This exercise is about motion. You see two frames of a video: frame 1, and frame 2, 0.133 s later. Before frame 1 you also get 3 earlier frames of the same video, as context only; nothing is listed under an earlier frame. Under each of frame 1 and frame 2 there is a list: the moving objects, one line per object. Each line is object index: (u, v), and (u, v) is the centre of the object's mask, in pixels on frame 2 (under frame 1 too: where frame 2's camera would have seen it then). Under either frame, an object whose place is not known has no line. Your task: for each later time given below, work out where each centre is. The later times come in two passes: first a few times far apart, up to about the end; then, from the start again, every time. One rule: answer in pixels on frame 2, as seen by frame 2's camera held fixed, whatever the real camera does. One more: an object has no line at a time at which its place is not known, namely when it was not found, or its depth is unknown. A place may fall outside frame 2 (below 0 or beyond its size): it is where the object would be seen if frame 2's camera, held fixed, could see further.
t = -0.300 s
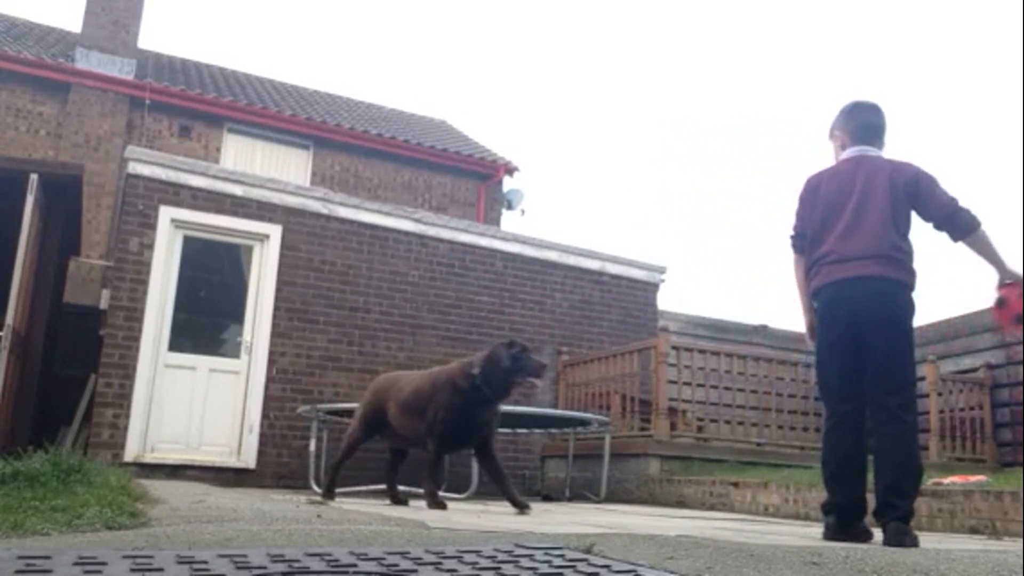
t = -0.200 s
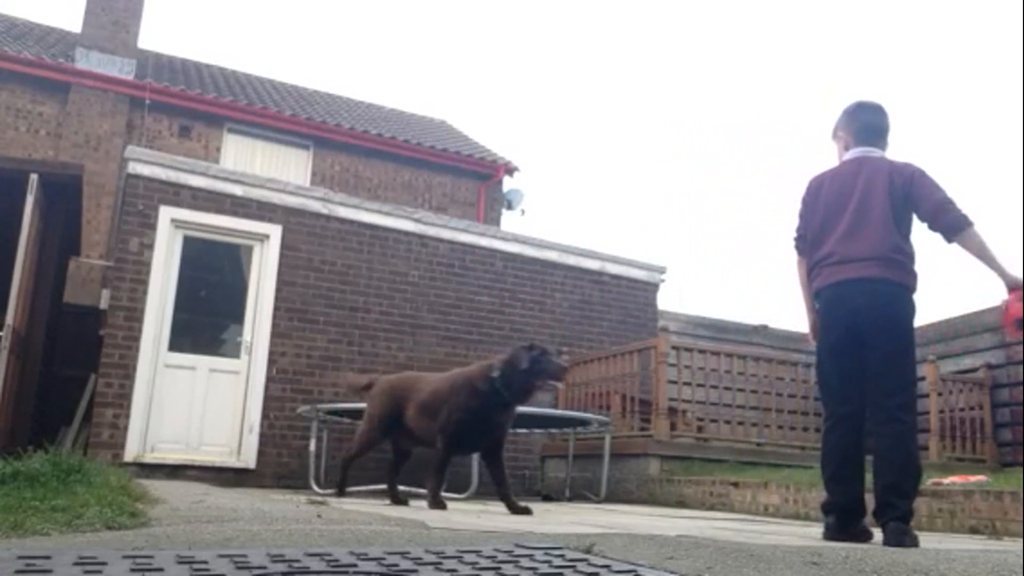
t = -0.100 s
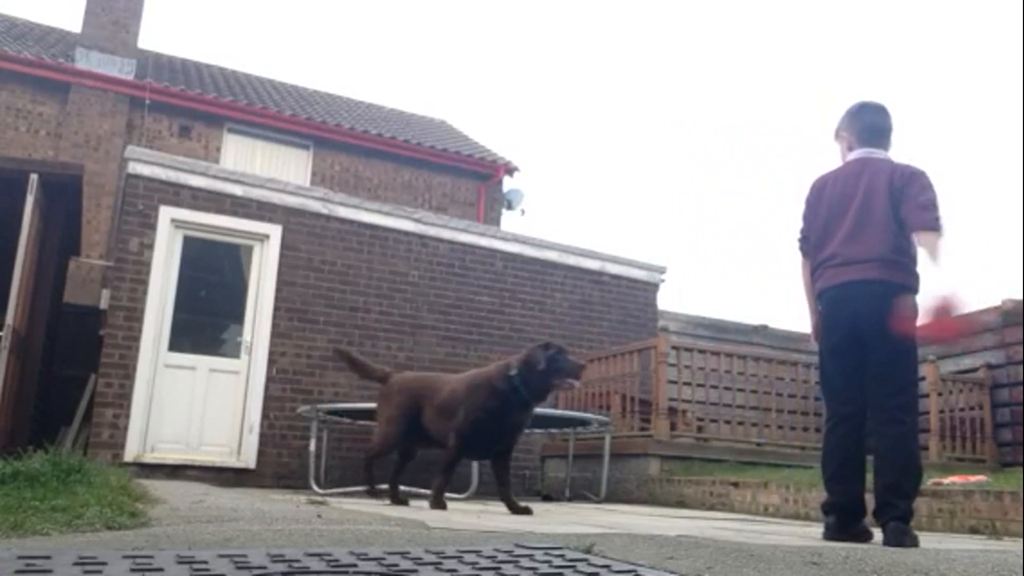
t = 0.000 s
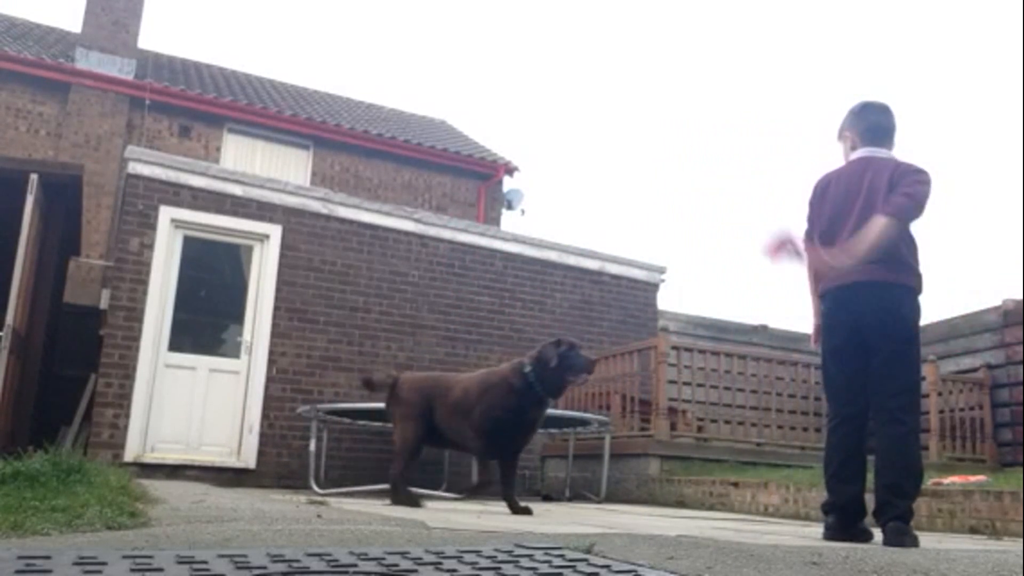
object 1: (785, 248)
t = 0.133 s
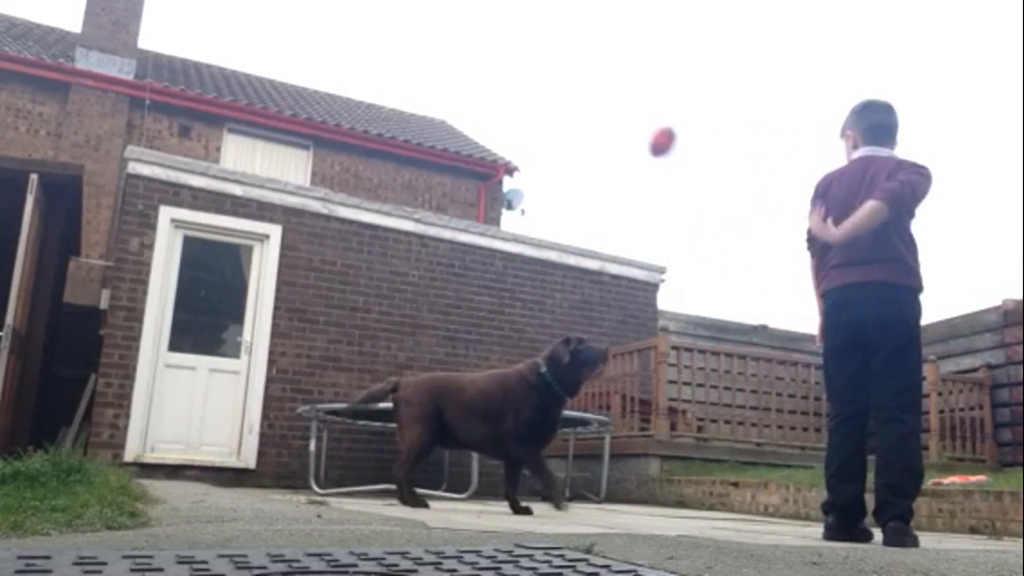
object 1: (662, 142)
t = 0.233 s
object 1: (600, 115)
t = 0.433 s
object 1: (507, 131)
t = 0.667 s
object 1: (426, 222)
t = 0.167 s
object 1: (640, 129)
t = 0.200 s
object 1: (619, 120)
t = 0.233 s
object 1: (600, 115)
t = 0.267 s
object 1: (582, 112)
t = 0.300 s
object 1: (565, 112)
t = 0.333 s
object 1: (549, 114)
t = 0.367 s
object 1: (534, 118)
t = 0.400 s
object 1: (520, 124)
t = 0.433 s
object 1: (507, 131)
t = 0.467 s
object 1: (493, 142)
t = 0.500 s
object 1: (477, 150)
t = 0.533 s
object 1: (471, 160)
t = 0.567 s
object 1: (459, 173)
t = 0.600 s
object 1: (447, 188)
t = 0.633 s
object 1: (436, 204)
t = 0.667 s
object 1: (426, 222)
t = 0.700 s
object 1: (414, 243)
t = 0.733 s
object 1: (405, 261)
